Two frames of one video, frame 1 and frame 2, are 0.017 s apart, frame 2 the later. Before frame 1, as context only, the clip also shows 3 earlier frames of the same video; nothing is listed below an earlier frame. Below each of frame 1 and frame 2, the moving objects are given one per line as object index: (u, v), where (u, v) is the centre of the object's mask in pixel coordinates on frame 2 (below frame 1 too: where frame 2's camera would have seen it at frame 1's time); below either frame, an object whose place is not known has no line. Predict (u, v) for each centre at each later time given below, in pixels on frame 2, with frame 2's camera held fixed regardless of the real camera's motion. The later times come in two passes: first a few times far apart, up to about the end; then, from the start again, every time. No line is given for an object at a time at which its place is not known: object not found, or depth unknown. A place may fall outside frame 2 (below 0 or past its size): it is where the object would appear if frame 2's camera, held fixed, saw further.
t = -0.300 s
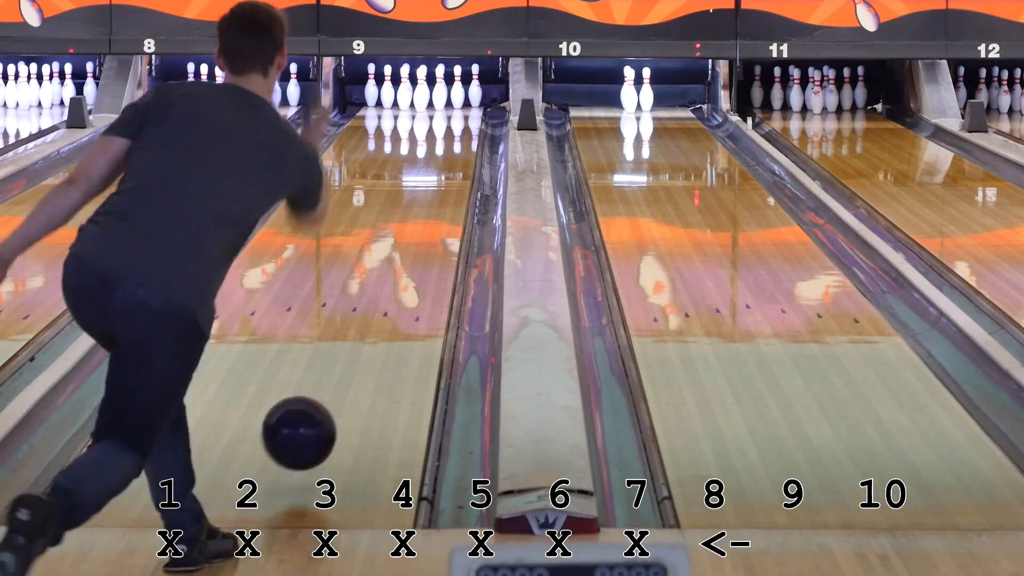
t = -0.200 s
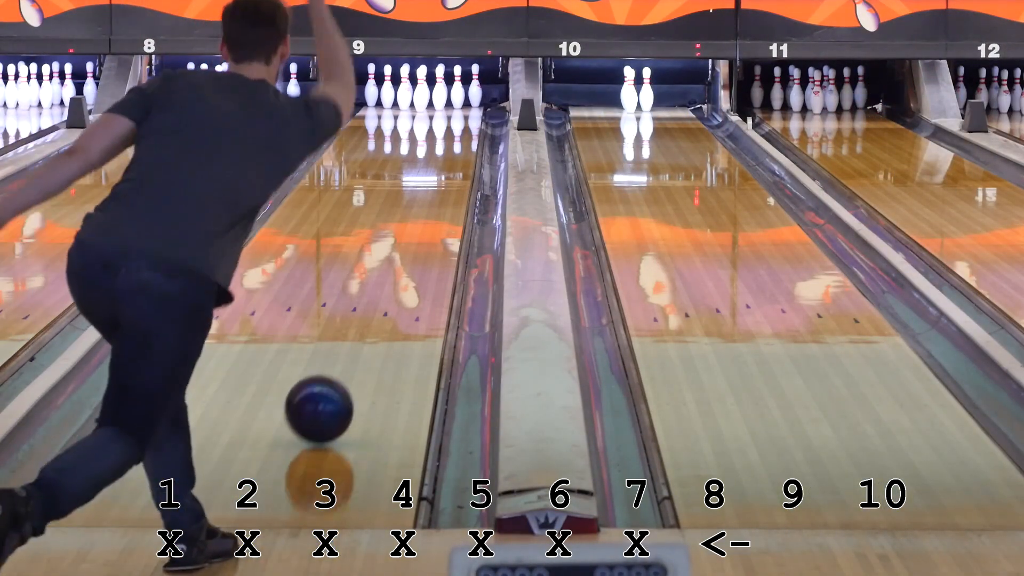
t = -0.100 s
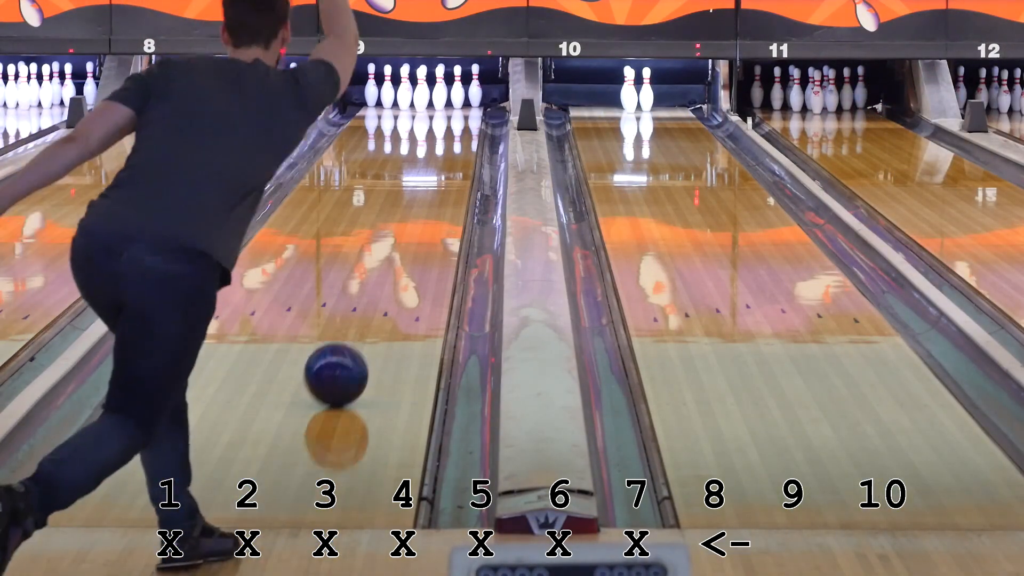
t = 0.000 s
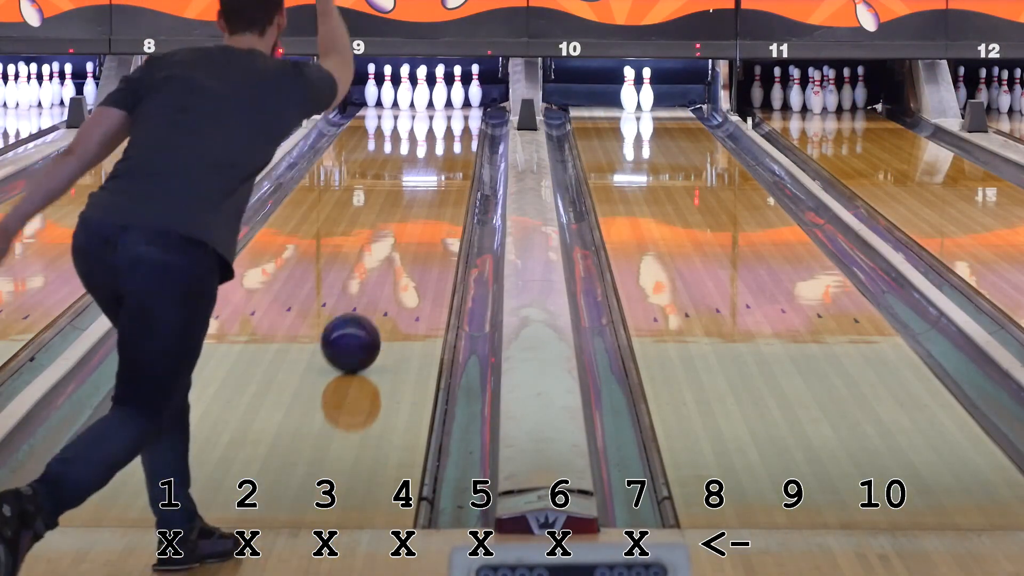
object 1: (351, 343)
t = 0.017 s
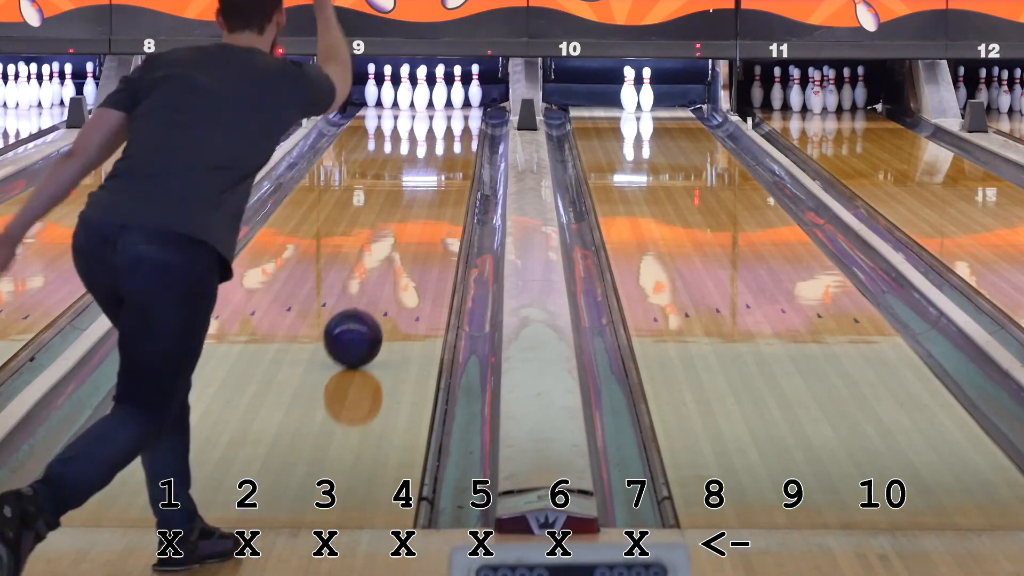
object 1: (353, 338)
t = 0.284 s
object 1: (382, 276)
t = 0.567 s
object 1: (403, 229)
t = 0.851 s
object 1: (419, 193)
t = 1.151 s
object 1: (430, 163)
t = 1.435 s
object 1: (438, 141)
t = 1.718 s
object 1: (441, 123)
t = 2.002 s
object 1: (440, 109)
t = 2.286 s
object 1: (443, 98)
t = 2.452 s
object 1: (443, 94)
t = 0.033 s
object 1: (355, 333)
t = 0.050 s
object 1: (357, 329)
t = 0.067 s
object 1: (359, 325)
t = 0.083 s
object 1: (361, 320)
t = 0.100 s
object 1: (363, 316)
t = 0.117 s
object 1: (365, 312)
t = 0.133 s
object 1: (367, 308)
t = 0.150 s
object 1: (368, 305)
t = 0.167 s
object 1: (370, 301)
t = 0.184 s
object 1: (372, 297)
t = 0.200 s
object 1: (374, 293)
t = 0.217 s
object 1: (376, 290)
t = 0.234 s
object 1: (377, 286)
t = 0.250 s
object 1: (379, 283)
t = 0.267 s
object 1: (380, 279)
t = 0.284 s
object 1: (382, 276)
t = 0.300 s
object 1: (384, 273)
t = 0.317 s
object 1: (385, 270)
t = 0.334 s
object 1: (387, 267)
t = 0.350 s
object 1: (388, 264)
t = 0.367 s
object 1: (389, 261)
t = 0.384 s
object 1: (390, 258)
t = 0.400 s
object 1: (392, 255)
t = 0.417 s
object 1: (393, 252)
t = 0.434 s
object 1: (394, 249)
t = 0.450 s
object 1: (395, 247)
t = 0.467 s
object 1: (397, 244)
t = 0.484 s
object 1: (398, 241)
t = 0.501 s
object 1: (399, 239)
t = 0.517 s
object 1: (400, 236)
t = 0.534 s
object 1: (401, 233)
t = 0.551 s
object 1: (403, 231)
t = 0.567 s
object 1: (403, 229)
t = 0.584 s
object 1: (404, 226)
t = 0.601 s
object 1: (406, 224)
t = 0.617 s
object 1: (407, 221)
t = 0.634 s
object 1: (408, 219)
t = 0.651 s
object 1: (409, 217)
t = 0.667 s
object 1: (410, 215)
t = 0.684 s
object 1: (411, 213)
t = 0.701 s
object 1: (411, 210)
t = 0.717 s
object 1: (412, 209)
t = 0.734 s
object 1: (413, 206)
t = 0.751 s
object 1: (414, 204)
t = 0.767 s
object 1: (415, 203)
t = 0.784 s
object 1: (416, 200)
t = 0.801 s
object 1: (416, 199)
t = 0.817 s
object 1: (417, 197)
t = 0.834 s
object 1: (418, 195)
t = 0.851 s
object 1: (419, 193)
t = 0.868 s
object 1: (420, 191)
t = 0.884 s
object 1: (420, 189)
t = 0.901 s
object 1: (421, 187)
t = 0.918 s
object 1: (422, 186)
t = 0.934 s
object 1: (422, 184)
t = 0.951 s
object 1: (423, 182)
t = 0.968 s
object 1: (424, 181)
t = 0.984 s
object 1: (425, 179)
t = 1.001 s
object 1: (425, 177)
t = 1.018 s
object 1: (426, 176)
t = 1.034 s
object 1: (426, 174)
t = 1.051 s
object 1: (427, 172)
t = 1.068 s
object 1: (428, 171)
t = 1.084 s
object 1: (428, 169)
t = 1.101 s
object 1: (429, 168)
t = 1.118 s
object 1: (429, 166)
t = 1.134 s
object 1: (430, 165)
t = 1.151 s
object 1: (430, 163)
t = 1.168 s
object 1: (431, 162)
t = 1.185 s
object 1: (431, 160)
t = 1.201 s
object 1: (432, 159)
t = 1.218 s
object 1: (432, 158)
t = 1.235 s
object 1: (433, 156)
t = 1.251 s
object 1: (433, 155)
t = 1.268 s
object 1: (434, 154)
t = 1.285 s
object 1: (434, 152)
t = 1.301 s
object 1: (435, 151)
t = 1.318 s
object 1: (435, 150)
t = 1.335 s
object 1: (435, 149)
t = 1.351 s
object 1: (436, 147)
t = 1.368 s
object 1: (436, 146)
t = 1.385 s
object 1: (437, 145)
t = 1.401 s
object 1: (437, 144)
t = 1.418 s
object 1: (437, 142)
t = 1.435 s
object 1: (438, 141)
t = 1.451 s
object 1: (438, 140)
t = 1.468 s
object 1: (438, 139)
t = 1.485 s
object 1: (439, 138)
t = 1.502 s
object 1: (439, 137)
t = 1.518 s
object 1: (439, 136)
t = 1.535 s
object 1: (439, 134)
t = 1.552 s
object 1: (440, 133)
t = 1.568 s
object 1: (440, 132)
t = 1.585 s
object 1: (440, 131)
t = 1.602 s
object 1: (440, 130)
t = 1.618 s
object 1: (440, 129)
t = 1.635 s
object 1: (441, 128)
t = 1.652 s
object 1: (441, 127)
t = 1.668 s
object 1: (441, 126)
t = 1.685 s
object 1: (441, 125)
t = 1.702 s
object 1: (441, 124)
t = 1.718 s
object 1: (441, 123)
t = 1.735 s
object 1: (441, 122)
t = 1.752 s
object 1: (442, 121)
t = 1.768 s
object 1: (442, 121)
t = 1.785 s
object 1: (442, 119)
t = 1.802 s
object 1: (442, 119)
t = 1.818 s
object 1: (442, 118)
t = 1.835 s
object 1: (441, 117)
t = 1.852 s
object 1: (441, 116)
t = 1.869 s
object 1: (441, 115)
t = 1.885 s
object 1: (441, 114)
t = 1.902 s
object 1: (441, 114)
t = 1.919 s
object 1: (441, 113)
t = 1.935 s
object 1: (441, 112)
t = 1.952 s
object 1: (441, 111)
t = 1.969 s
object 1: (440, 110)
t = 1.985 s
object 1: (440, 110)
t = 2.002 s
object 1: (440, 109)
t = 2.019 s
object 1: (440, 108)
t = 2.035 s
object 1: (440, 108)
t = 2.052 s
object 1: (440, 107)
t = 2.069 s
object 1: (439, 106)
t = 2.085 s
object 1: (439, 105)
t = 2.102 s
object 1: (439, 104)
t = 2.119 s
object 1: (439, 104)
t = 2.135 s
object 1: (438, 103)
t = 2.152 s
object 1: (438, 102)
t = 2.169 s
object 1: (438, 101)
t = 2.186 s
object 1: (438, 101)
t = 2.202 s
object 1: (438, 100)
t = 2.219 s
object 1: (438, 100)
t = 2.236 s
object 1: (439, 99)
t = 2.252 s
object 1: (440, 98)
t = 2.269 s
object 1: (442, 98)
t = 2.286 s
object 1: (443, 98)
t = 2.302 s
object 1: (444, 97)
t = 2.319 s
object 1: (444, 97)
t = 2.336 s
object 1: (445, 97)
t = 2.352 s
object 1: (444, 96)
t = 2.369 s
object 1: (444, 96)
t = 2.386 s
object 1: (444, 95)
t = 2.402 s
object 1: (444, 95)
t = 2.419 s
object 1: (443, 95)
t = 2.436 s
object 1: (443, 94)
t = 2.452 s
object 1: (443, 94)
